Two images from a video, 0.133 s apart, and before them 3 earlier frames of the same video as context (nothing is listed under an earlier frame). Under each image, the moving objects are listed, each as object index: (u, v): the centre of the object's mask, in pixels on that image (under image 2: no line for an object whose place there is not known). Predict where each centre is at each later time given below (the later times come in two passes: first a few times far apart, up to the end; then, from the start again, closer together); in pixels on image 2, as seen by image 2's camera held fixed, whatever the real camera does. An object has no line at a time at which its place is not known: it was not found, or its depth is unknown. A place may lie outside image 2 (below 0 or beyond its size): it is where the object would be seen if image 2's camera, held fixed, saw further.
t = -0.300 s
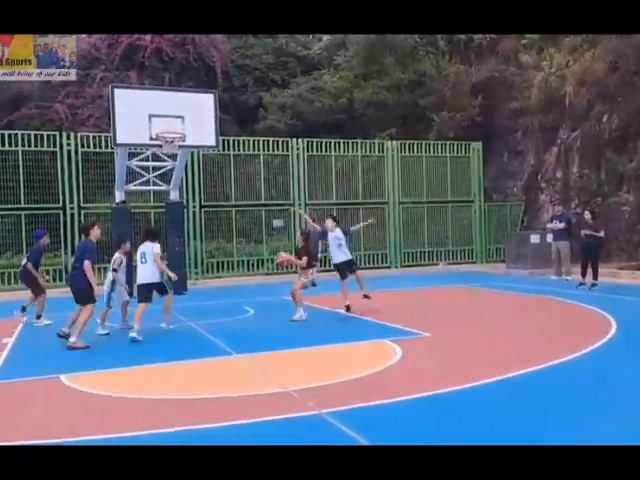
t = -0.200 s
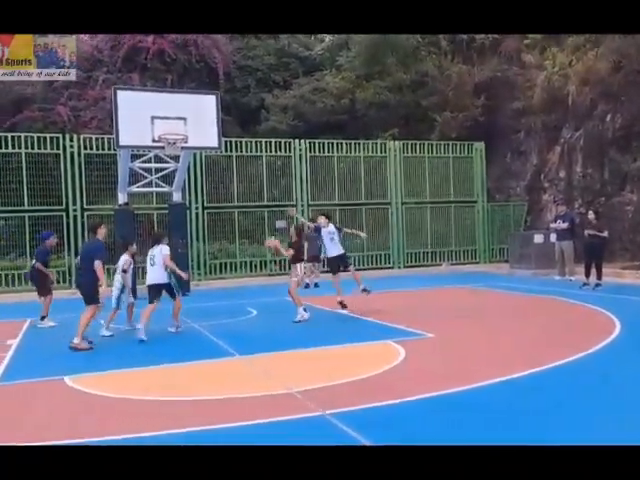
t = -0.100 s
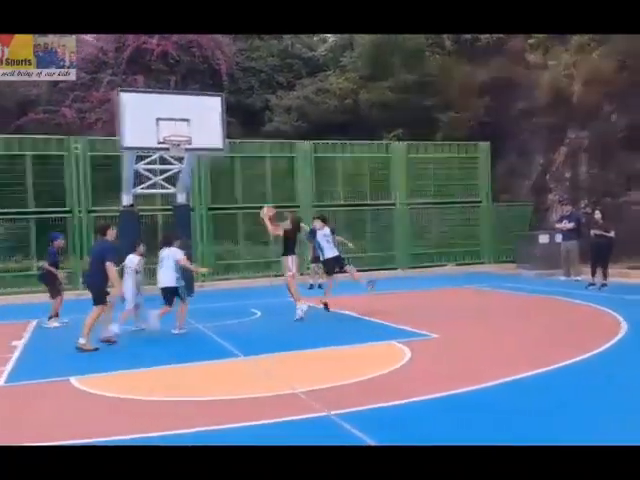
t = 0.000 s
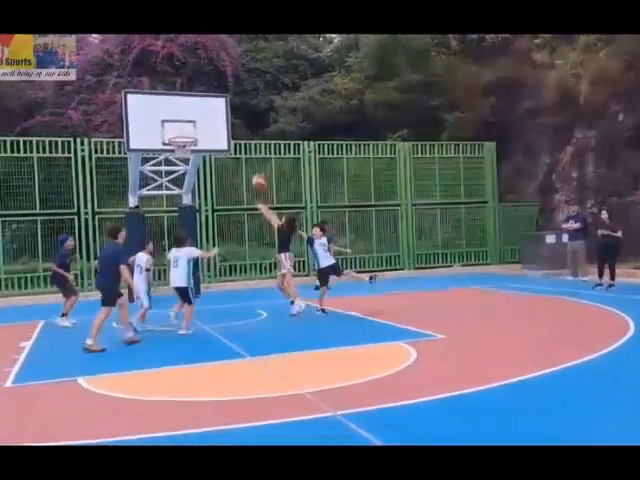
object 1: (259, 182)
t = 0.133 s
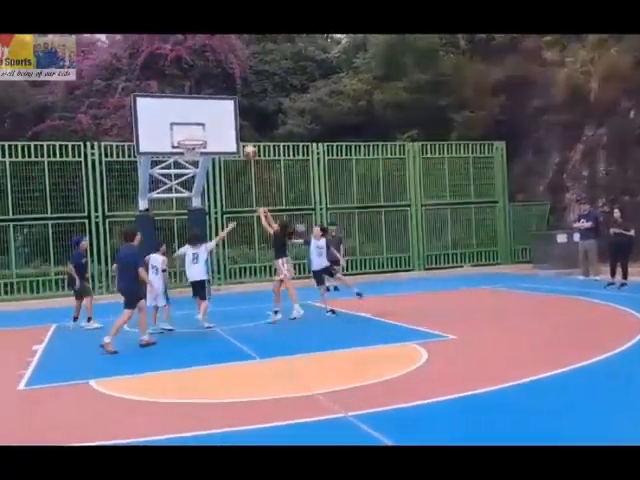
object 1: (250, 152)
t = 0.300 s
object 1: (229, 130)
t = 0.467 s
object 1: (211, 123)
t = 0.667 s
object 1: (197, 129)
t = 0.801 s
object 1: (190, 146)
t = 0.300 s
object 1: (229, 130)
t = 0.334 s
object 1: (225, 126)
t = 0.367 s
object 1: (221, 125)
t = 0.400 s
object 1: (218, 123)
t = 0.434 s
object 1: (214, 123)
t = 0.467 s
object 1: (211, 123)
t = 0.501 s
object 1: (207, 123)
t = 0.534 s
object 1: (204, 123)
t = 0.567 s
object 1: (200, 125)
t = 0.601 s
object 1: (199, 126)
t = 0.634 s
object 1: (198, 127)
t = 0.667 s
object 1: (197, 129)
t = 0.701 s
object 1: (195, 132)
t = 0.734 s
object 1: (193, 135)
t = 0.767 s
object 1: (192, 139)
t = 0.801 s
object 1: (190, 146)
